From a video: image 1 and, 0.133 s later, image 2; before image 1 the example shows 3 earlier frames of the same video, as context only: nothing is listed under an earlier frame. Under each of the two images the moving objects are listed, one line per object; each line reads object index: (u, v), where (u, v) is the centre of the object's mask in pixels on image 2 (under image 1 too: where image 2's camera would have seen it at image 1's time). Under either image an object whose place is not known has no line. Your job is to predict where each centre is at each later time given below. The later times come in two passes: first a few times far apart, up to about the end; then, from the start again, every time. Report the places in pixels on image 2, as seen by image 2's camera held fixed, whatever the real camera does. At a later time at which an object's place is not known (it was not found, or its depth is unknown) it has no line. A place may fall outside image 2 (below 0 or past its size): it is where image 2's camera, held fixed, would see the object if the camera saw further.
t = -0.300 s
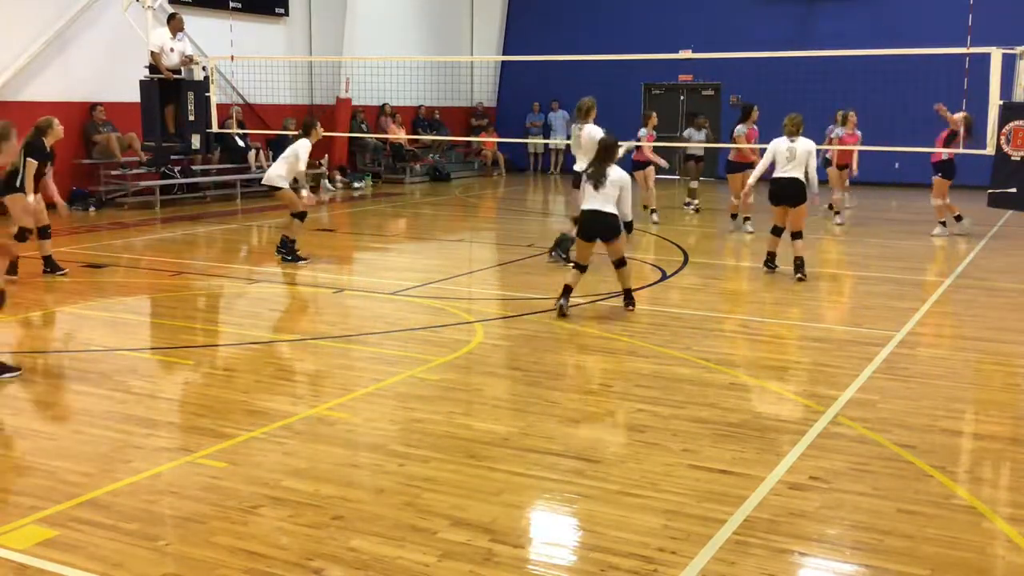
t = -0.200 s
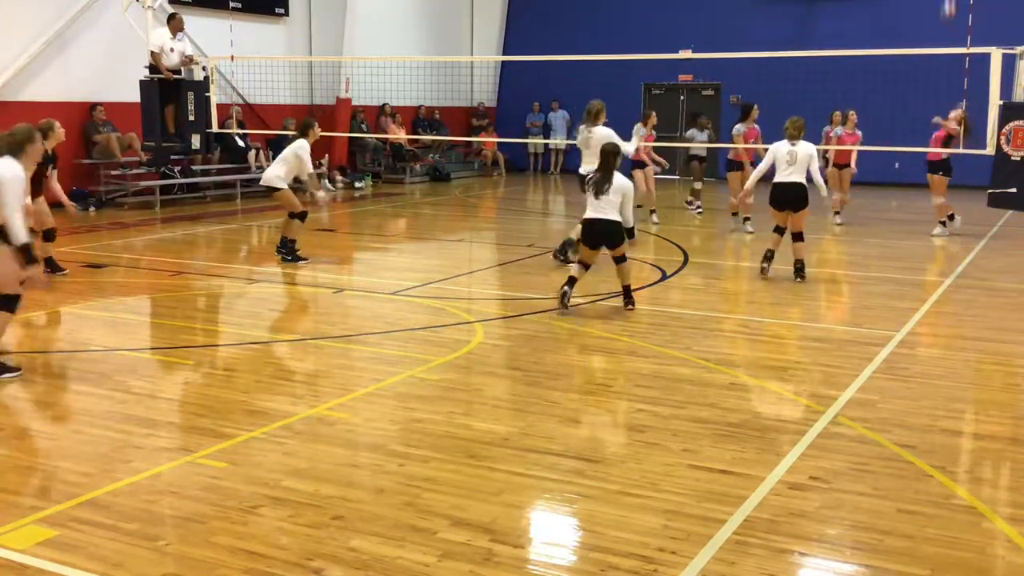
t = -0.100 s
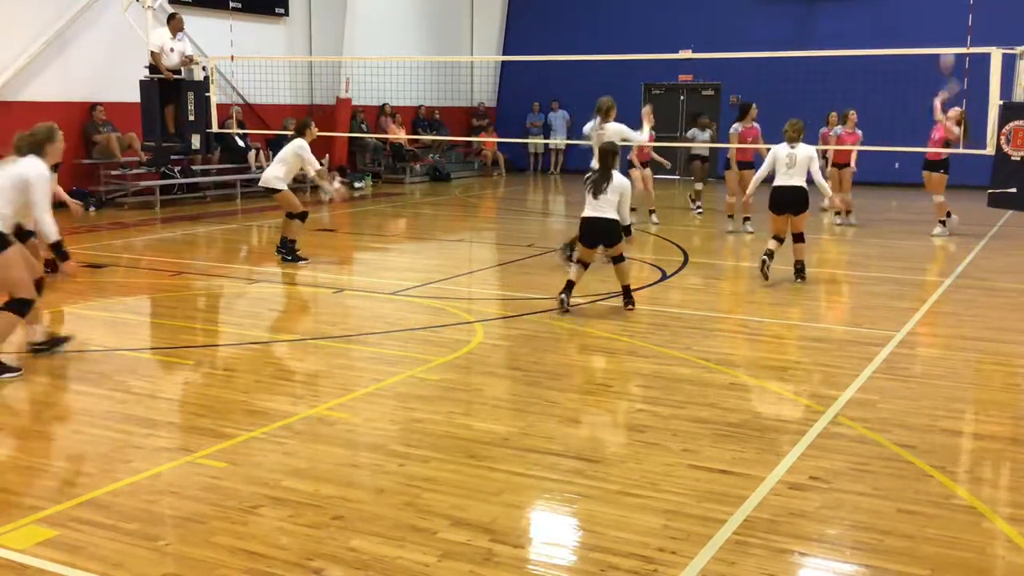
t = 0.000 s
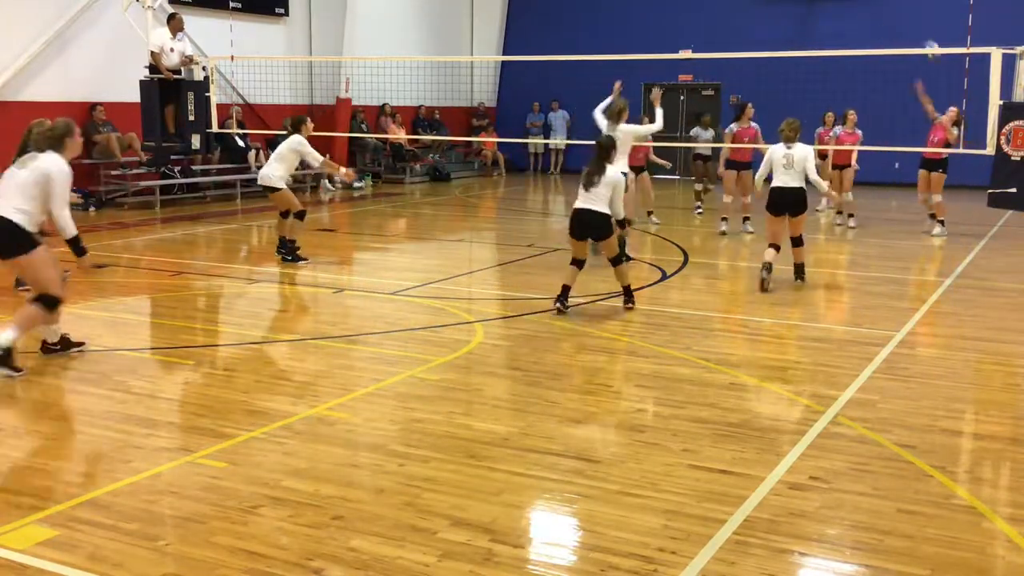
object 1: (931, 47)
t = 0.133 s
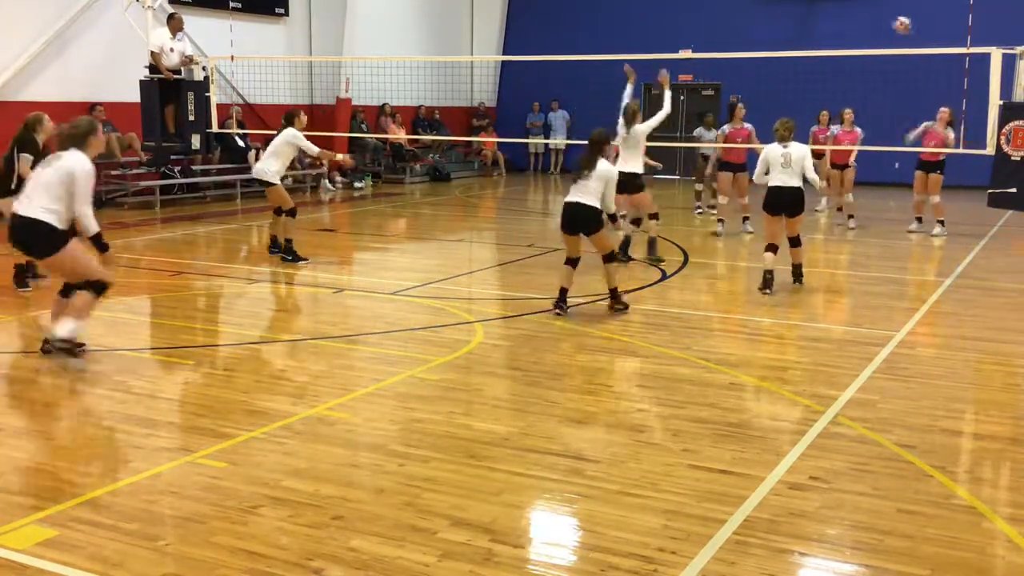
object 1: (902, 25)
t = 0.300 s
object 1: (863, 12)
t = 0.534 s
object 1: (792, 39)
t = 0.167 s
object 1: (894, 20)
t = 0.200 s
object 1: (887, 17)
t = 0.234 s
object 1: (879, 15)
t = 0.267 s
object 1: (870, 13)
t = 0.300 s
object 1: (863, 12)
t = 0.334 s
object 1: (854, 12)
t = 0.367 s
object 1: (844, 15)
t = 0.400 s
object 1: (834, 17)
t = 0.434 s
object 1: (825, 20)
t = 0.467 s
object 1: (814, 26)
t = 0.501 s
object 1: (803, 32)
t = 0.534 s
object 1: (792, 39)
